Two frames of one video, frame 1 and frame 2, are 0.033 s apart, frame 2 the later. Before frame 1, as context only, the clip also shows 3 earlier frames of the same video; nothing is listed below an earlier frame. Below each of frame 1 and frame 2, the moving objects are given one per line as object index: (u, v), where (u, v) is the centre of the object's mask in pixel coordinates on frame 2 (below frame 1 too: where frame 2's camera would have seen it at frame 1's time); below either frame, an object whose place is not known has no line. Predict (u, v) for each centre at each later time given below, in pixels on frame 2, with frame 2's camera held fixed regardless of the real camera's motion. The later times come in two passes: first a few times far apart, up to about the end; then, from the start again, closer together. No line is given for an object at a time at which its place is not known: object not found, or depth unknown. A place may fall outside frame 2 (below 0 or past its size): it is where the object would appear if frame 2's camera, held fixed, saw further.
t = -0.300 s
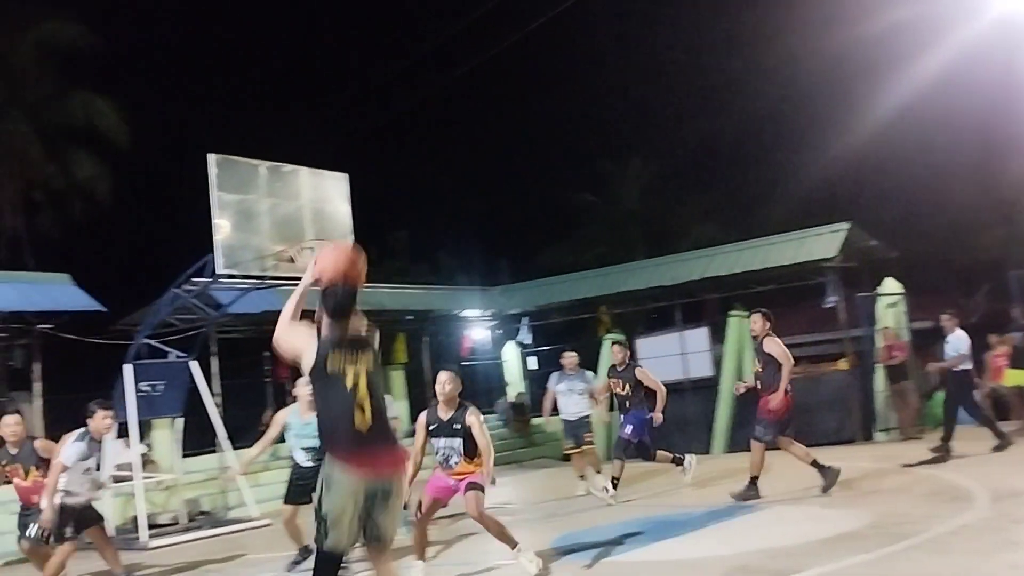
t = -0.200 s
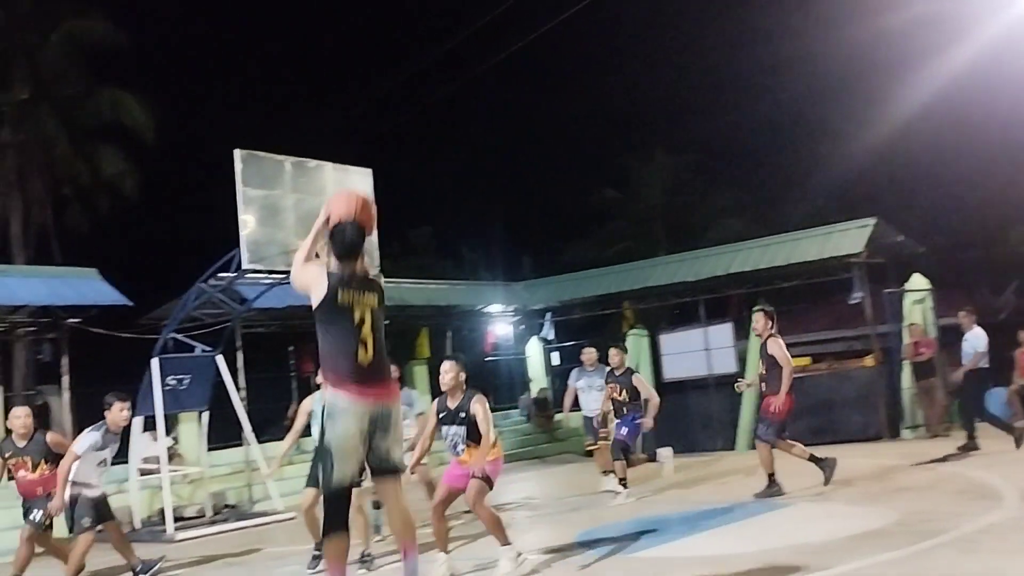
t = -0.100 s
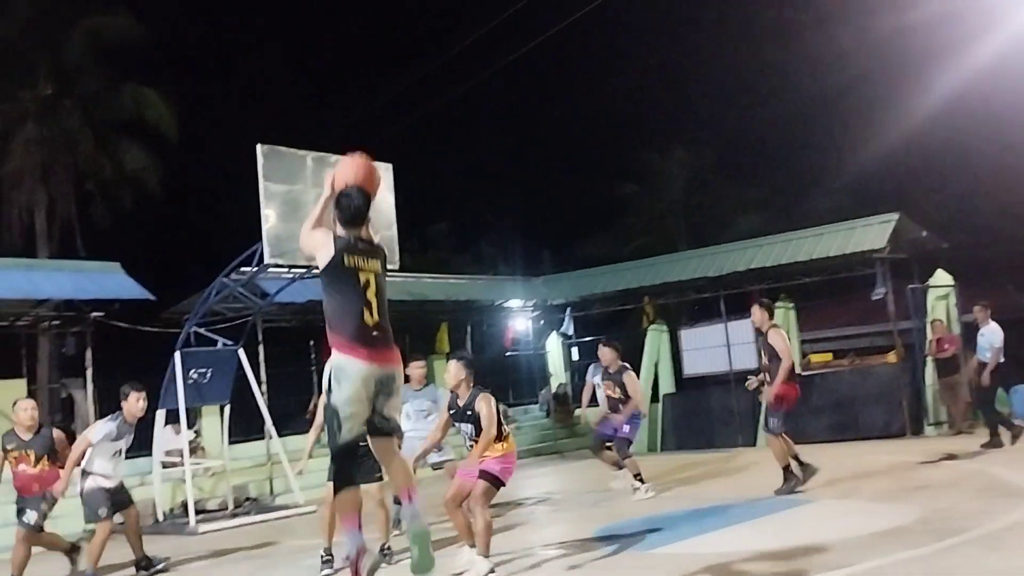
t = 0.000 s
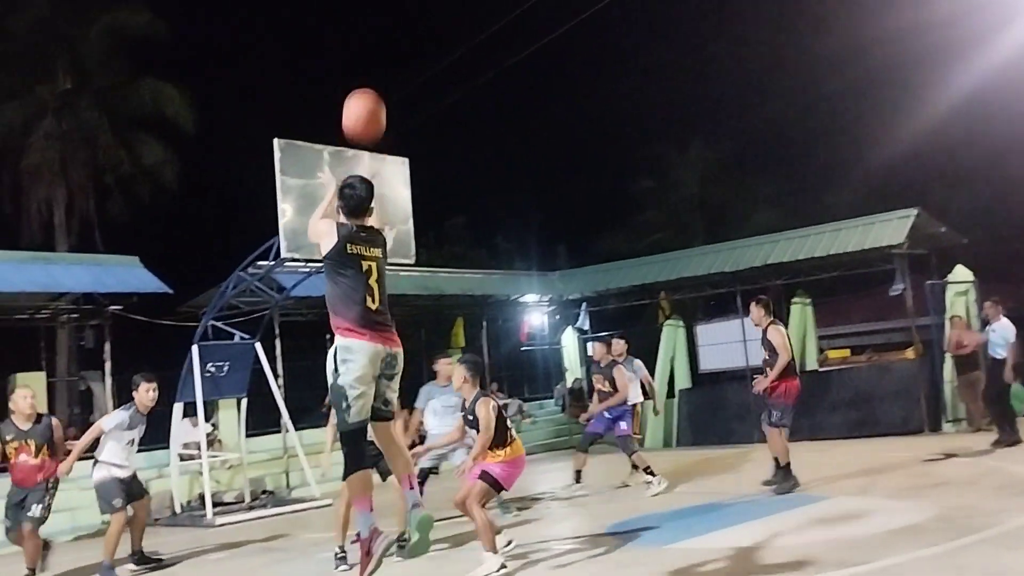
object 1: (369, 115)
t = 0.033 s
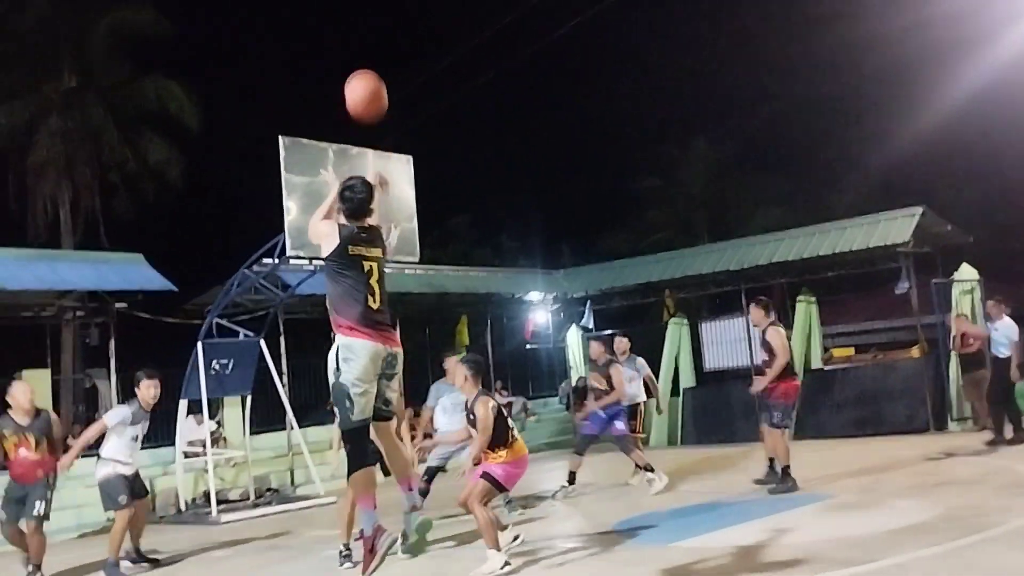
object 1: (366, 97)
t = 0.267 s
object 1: (354, 41)
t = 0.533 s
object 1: (348, 75)
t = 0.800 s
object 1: (350, 162)
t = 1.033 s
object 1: (357, 217)
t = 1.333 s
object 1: (373, 218)
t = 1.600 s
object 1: (387, 219)
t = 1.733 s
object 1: (381, 223)
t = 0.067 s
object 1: (364, 80)
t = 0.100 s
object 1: (362, 68)
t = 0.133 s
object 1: (359, 59)
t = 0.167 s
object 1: (358, 52)
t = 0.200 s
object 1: (356, 46)
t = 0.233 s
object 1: (355, 43)
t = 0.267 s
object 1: (354, 41)
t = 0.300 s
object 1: (353, 41)
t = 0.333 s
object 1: (352, 43)
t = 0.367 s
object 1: (351, 45)
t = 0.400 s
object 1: (350, 49)
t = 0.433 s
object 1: (350, 54)
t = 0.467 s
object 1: (349, 60)
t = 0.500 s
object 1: (349, 67)
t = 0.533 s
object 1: (348, 75)
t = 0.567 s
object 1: (348, 84)
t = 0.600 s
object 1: (348, 93)
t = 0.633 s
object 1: (348, 103)
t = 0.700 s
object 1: (349, 125)
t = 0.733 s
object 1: (350, 135)
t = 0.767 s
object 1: (350, 148)
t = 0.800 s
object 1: (350, 162)
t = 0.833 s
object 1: (351, 175)
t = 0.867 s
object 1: (352, 191)
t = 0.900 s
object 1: (352, 206)
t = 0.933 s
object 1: (353, 218)
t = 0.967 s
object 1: (354, 218)
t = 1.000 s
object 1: (356, 217)
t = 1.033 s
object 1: (357, 217)
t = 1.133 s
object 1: (361, 217)
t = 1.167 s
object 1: (362, 217)
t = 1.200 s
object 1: (364, 218)
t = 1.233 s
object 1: (366, 218)
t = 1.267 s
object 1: (369, 219)
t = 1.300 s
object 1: (371, 218)
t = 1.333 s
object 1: (373, 218)
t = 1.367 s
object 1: (376, 218)
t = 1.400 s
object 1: (379, 218)
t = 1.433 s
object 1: (382, 218)
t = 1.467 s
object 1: (383, 218)
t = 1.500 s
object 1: (386, 218)
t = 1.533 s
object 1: (386, 218)
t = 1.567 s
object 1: (386, 218)
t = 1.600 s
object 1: (387, 219)
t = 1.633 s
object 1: (386, 219)
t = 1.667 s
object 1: (383, 220)
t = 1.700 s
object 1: (384, 220)
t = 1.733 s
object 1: (381, 223)
